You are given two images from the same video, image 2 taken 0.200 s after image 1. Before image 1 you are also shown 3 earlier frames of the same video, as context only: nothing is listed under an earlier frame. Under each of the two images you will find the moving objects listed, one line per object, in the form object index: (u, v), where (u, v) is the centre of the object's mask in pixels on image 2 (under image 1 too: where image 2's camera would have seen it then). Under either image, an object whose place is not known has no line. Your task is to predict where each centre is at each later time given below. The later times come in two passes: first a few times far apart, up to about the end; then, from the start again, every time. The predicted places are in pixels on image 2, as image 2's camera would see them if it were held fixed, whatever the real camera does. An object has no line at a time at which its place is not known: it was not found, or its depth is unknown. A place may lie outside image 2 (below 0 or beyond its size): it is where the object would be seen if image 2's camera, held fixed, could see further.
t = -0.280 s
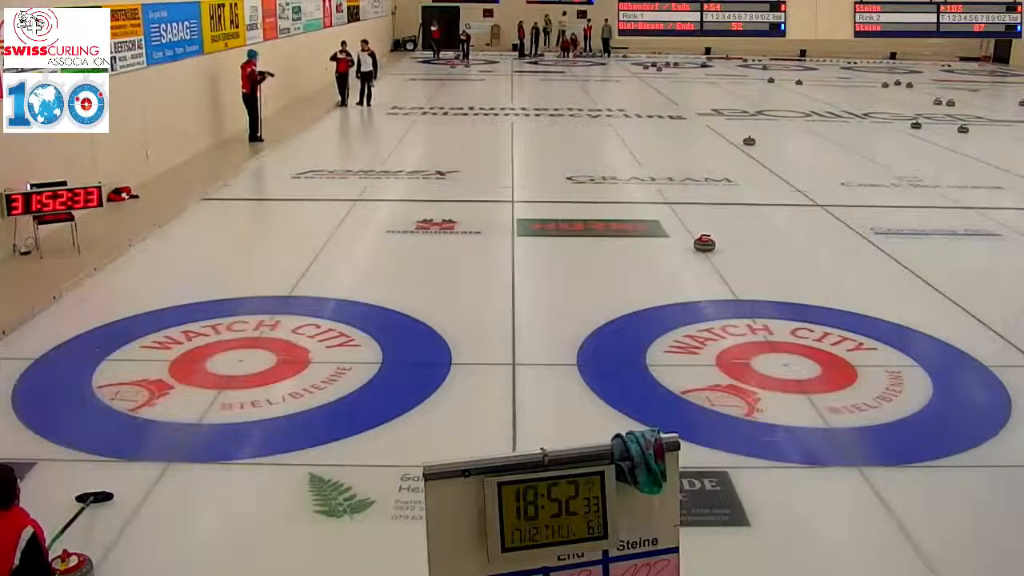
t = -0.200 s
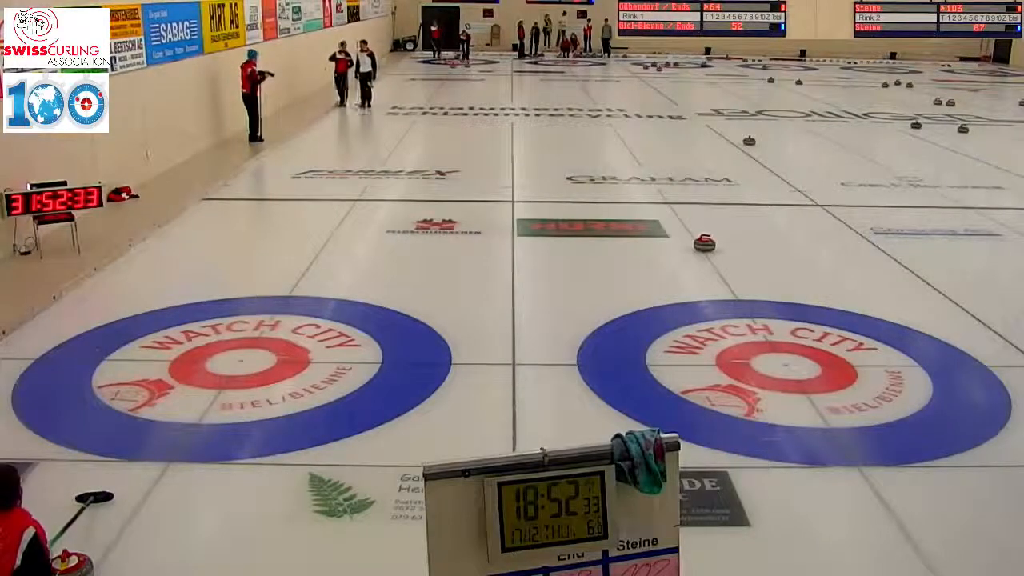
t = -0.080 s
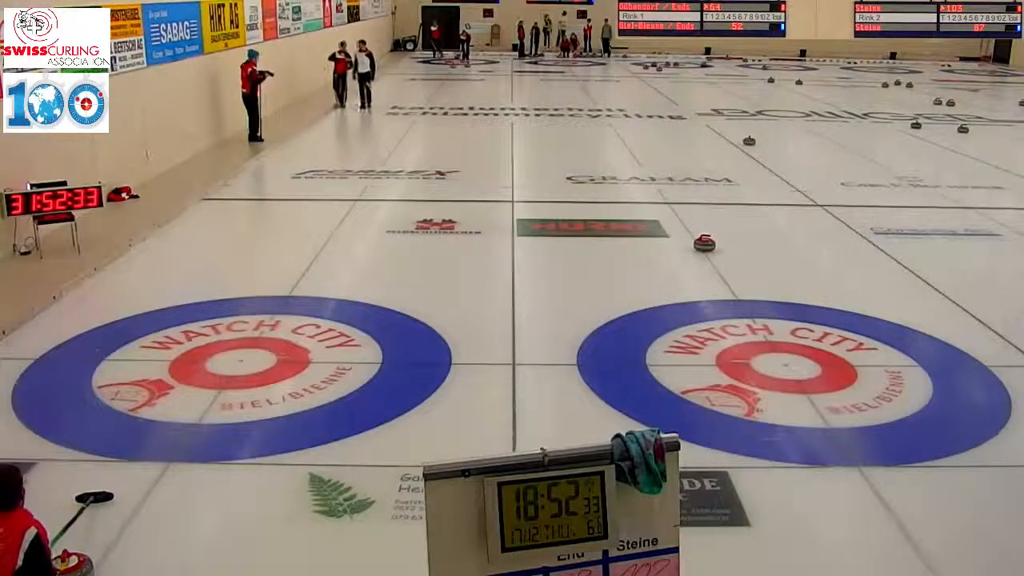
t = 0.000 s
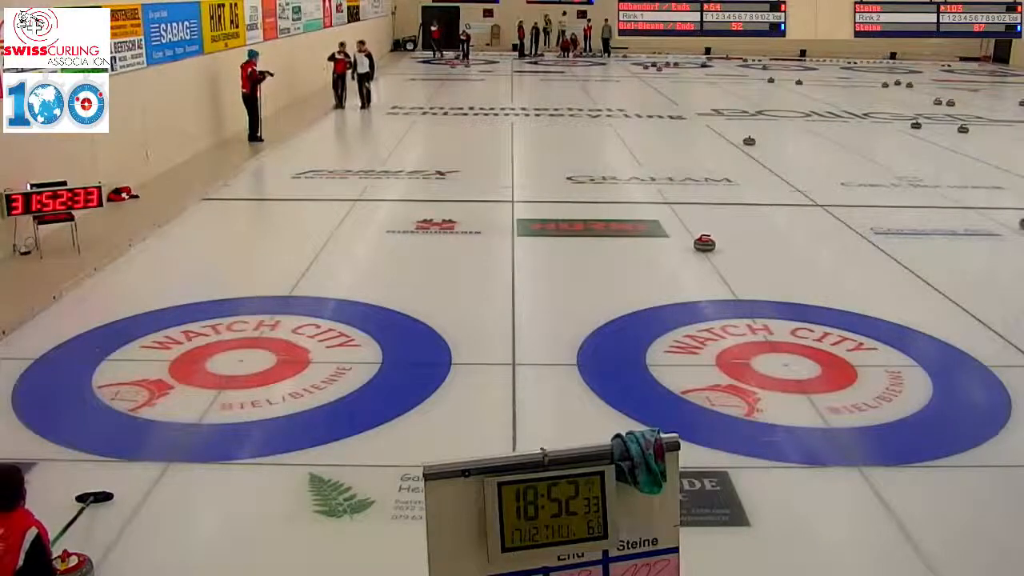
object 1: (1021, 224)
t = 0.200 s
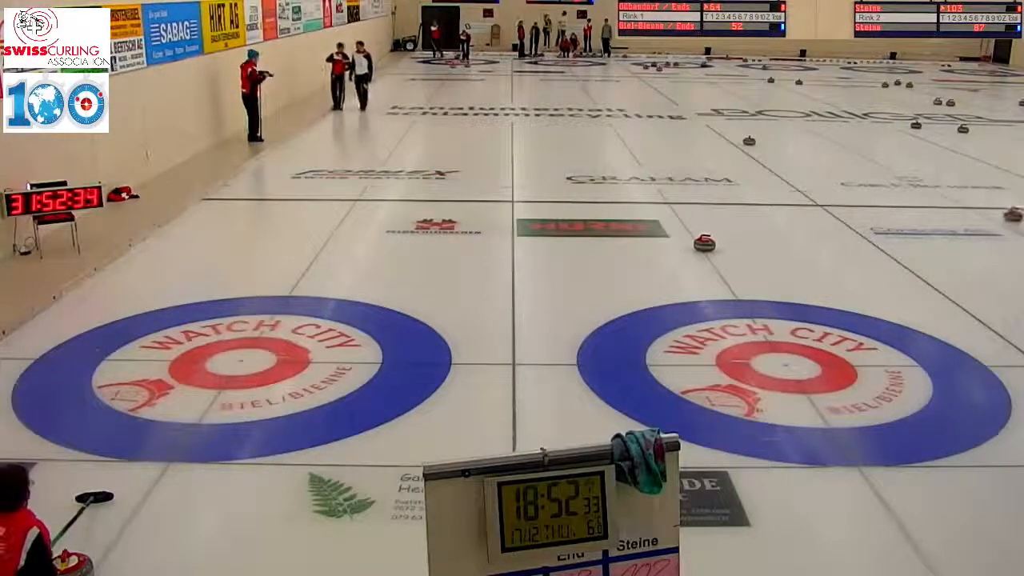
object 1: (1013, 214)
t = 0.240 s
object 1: (1009, 213)
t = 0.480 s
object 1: (994, 205)
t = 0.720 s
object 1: (977, 197)
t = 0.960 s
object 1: (960, 189)
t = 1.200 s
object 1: (946, 182)
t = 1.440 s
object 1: (932, 175)
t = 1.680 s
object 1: (920, 171)
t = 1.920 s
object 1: (910, 165)
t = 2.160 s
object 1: (898, 159)
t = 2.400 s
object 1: (889, 155)
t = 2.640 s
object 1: (878, 150)
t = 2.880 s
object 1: (871, 146)
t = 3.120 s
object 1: (862, 142)
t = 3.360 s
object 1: (853, 138)
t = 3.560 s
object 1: (847, 135)
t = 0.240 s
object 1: (1009, 213)
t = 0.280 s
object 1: (1007, 212)
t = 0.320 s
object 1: (1003, 211)
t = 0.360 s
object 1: (1001, 209)
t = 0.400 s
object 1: (998, 208)
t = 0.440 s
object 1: (995, 206)
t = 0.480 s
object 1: (994, 205)
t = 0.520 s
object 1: (991, 203)
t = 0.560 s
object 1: (988, 203)
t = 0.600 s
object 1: (985, 201)
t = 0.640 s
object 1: (982, 199)
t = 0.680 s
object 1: (980, 198)
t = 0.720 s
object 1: (977, 197)
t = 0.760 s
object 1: (974, 196)
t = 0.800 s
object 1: (971, 194)
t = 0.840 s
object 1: (968, 193)
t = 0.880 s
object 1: (965, 191)
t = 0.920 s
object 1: (962, 190)
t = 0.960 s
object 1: (960, 189)
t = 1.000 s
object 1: (958, 188)
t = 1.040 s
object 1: (955, 187)
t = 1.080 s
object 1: (953, 185)
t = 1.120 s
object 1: (950, 184)
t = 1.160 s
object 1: (948, 183)
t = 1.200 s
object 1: (946, 182)
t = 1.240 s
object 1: (943, 180)
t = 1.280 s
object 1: (939, 179)
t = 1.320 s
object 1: (938, 178)
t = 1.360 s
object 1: (937, 178)
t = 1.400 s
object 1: (935, 177)
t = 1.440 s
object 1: (932, 175)
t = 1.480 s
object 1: (930, 174)
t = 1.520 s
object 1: (928, 173)
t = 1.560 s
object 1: (926, 173)
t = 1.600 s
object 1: (925, 172)
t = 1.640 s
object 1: (922, 171)
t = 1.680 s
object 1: (920, 171)
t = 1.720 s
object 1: (919, 170)
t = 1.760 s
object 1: (918, 169)
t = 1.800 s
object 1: (916, 168)
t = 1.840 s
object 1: (914, 166)
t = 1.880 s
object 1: (912, 166)
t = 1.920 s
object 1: (910, 165)
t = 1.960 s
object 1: (908, 164)
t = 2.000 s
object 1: (906, 163)
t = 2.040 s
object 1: (903, 162)
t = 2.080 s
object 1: (902, 161)
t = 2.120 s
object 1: (900, 160)
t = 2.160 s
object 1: (898, 159)
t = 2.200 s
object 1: (896, 158)
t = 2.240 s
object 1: (895, 158)
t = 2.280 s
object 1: (893, 157)
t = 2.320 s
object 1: (892, 157)
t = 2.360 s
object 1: (890, 155)
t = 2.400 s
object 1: (889, 155)
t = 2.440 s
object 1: (886, 153)
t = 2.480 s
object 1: (884, 152)
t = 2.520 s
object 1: (883, 151)
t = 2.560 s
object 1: (882, 151)
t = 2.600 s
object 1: (880, 151)
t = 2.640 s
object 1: (878, 150)
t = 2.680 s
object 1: (877, 149)
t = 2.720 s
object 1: (876, 148)
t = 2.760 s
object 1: (874, 147)
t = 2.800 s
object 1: (872, 147)
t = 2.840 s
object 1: (871, 146)
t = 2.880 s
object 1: (871, 146)
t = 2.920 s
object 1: (868, 145)
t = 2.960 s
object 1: (868, 145)
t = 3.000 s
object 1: (865, 145)
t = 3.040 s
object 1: (864, 143)
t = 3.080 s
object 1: (864, 143)
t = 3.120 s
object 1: (862, 142)
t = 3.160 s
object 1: (861, 142)
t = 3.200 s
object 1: (859, 140)
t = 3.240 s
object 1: (857, 140)
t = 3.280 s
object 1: (856, 139)
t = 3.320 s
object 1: (855, 139)
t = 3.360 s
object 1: (853, 138)
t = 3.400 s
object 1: (852, 137)
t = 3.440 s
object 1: (851, 136)
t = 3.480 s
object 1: (849, 136)
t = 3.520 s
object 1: (848, 135)
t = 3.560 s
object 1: (847, 135)
